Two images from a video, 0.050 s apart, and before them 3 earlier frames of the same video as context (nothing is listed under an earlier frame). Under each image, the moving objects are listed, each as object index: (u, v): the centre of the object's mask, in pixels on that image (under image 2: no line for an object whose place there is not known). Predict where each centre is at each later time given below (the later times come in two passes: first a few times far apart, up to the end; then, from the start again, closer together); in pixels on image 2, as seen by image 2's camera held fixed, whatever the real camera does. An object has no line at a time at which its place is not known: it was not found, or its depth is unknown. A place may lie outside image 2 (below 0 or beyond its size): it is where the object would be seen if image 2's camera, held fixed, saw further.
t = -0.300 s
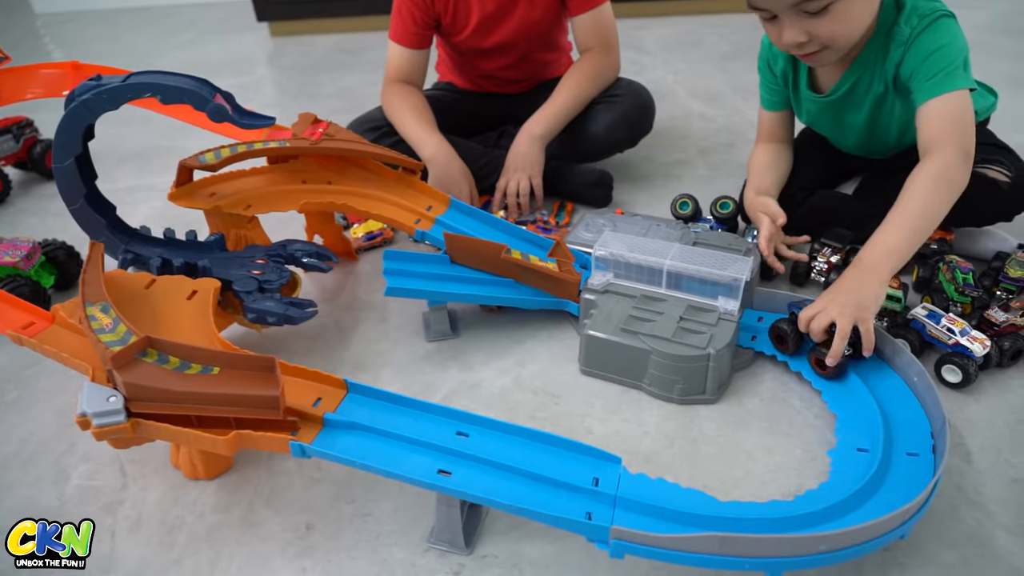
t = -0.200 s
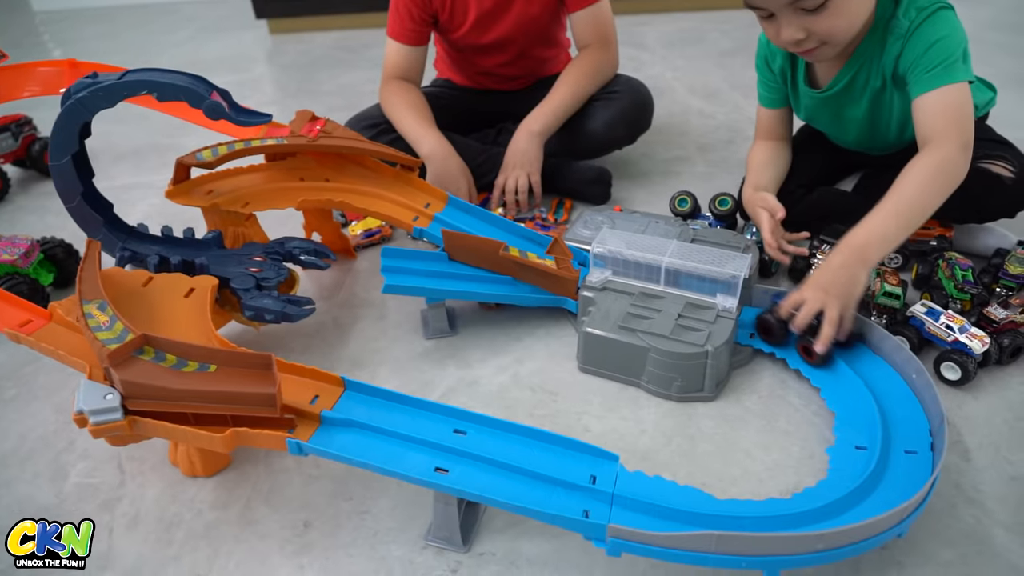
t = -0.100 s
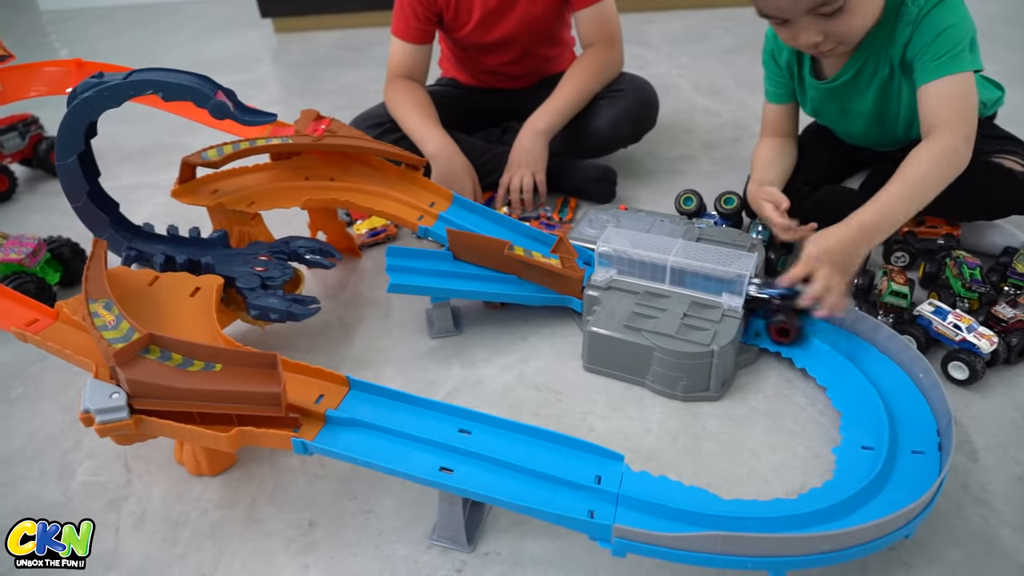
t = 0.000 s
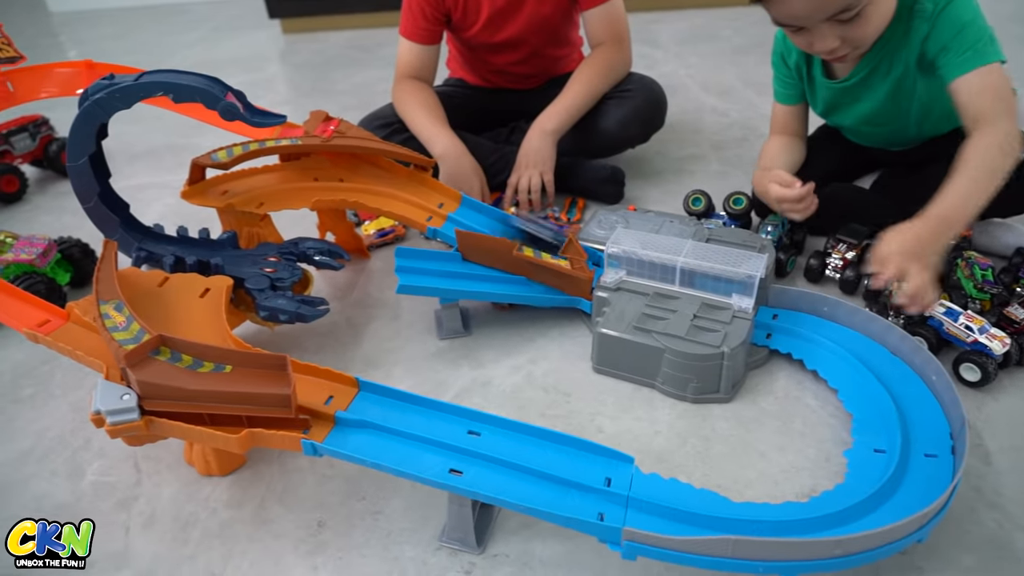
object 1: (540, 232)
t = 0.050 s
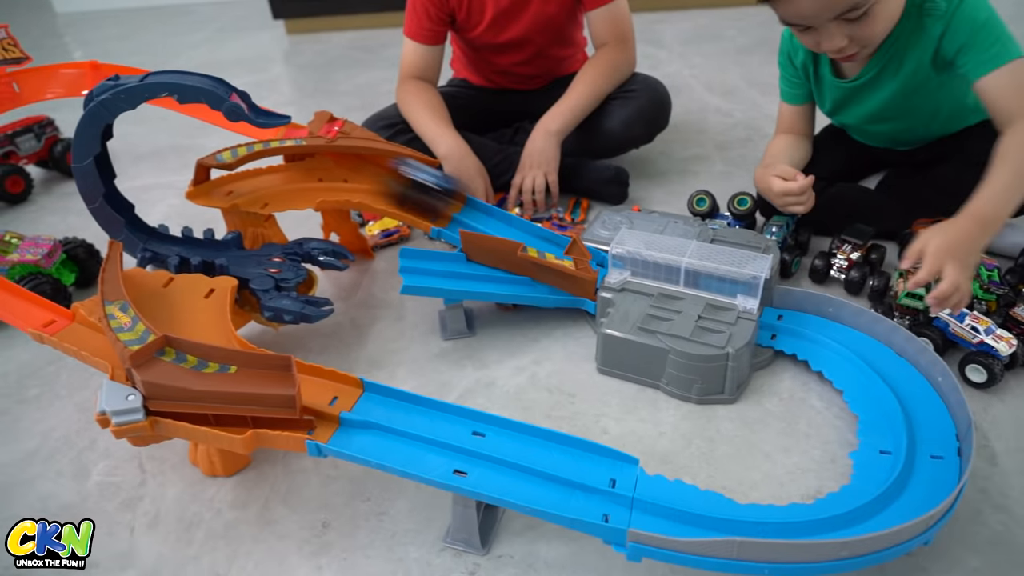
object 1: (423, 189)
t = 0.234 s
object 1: (195, 234)
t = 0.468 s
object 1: (243, 326)
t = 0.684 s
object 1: (393, 368)
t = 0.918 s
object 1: (529, 379)
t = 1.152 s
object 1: (555, 365)
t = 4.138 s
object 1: (546, 352)
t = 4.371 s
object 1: (545, 352)
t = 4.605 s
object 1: (545, 352)
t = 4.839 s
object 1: (545, 352)
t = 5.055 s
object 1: (545, 352)
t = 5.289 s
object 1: (545, 351)
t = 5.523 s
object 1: (545, 351)
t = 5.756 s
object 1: (545, 351)
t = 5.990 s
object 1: (545, 351)
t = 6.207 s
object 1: (545, 351)
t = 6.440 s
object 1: (548, 347)
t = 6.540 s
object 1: (547, 346)
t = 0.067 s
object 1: (387, 174)
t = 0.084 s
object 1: (355, 170)
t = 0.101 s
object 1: (325, 168)
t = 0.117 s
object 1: (300, 170)
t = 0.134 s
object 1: (273, 174)
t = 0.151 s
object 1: (249, 181)
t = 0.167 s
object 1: (236, 188)
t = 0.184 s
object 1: (225, 197)
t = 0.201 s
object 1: (214, 212)
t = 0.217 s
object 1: (204, 228)
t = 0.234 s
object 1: (195, 234)
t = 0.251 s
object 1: (184, 244)
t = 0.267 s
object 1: (177, 251)
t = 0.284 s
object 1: (172, 256)
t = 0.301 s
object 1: (169, 262)
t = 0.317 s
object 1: (170, 272)
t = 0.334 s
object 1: (173, 282)
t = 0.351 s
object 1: (177, 295)
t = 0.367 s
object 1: (184, 304)
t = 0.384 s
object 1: (192, 310)
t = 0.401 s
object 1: (199, 315)
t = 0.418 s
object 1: (211, 320)
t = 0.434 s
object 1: (222, 322)
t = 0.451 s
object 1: (233, 325)
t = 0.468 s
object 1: (243, 326)
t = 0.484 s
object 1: (256, 328)
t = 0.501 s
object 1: (270, 331)
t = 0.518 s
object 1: (285, 340)
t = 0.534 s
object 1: (297, 345)
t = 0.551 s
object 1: (310, 350)
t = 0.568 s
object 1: (321, 354)
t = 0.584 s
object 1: (327, 352)
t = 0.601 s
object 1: (334, 352)
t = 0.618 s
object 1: (342, 352)
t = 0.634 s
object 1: (350, 353)
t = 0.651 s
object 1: (362, 356)
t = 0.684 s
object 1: (393, 368)
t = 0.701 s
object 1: (407, 375)
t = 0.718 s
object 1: (424, 384)
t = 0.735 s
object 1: (436, 387)
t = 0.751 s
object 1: (439, 385)
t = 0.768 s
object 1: (444, 379)
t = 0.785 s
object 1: (460, 381)
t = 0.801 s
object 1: (473, 380)
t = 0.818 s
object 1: (485, 380)
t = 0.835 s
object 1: (496, 382)
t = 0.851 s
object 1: (505, 382)
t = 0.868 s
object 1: (512, 382)
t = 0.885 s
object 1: (518, 382)
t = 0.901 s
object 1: (524, 380)
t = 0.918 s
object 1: (529, 379)
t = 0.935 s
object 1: (534, 378)
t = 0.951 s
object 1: (538, 378)
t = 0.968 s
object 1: (542, 377)
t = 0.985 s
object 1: (544, 376)
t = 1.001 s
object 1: (546, 375)
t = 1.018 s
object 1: (548, 373)
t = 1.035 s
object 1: (550, 372)
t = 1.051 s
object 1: (551, 371)
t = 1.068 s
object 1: (551, 370)
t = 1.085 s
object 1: (552, 369)
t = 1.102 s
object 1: (553, 368)
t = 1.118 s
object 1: (553, 367)
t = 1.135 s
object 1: (554, 366)
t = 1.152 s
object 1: (555, 365)
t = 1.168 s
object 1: (555, 364)
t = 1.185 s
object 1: (555, 362)
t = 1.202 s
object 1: (555, 361)
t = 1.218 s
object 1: (555, 360)
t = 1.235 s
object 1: (554, 359)
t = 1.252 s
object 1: (553, 357)
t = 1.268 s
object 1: (552, 356)
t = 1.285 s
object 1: (551, 355)
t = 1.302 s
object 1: (549, 354)
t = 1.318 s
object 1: (548, 351)
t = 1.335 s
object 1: (547, 350)
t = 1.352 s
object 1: (546, 349)
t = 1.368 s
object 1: (546, 349)
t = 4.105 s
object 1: (546, 352)
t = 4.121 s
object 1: (545, 352)
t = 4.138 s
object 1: (546, 352)
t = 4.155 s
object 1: (545, 352)
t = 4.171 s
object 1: (545, 352)
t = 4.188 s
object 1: (545, 352)
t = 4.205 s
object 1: (545, 352)
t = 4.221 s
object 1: (545, 352)
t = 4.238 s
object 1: (545, 352)
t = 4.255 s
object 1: (545, 352)
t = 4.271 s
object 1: (545, 352)
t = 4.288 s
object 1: (545, 352)
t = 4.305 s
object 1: (545, 352)
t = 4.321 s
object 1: (545, 352)
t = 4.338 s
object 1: (545, 352)
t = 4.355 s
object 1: (545, 352)
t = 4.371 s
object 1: (545, 352)
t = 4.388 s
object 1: (546, 352)
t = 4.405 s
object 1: (545, 351)
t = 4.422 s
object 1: (545, 352)
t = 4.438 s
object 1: (545, 352)
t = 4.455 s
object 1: (545, 351)
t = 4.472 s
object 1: (545, 352)
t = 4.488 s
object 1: (545, 352)
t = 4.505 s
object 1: (545, 352)
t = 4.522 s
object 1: (545, 352)
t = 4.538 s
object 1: (545, 352)
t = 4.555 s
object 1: (545, 352)
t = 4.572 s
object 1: (545, 352)
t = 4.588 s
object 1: (545, 352)
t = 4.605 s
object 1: (545, 352)
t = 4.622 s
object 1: (545, 352)
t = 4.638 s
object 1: (545, 352)
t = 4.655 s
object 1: (545, 352)
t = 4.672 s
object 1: (545, 352)
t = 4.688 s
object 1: (545, 352)
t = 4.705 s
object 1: (545, 352)
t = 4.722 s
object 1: (545, 352)
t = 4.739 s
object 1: (545, 352)
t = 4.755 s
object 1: (545, 352)
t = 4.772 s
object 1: (545, 352)
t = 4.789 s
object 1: (545, 352)
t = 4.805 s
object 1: (545, 352)
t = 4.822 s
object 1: (545, 352)
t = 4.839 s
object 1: (545, 352)
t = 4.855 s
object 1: (545, 352)
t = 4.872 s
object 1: (545, 352)
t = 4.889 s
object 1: (545, 352)
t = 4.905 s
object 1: (545, 352)
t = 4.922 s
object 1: (545, 352)
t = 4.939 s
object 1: (545, 352)
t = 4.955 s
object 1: (545, 352)
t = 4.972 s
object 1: (545, 352)
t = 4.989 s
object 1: (545, 352)
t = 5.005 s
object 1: (545, 352)
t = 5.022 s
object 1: (545, 351)
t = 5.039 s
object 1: (545, 352)
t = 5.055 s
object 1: (545, 352)
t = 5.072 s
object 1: (545, 352)
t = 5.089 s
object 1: (545, 351)
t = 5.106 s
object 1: (545, 351)
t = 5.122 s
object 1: (545, 352)
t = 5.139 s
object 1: (545, 352)
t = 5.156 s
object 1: (545, 352)
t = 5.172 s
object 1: (545, 352)
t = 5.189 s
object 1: (545, 352)
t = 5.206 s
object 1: (545, 352)
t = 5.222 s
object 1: (545, 352)
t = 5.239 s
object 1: (545, 352)
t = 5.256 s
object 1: (545, 352)
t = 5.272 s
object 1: (545, 351)
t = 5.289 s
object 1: (545, 351)
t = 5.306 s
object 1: (545, 351)
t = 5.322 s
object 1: (545, 351)
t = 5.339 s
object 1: (545, 351)
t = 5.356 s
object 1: (545, 351)
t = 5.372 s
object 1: (545, 351)
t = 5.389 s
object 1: (545, 351)
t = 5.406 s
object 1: (545, 351)
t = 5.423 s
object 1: (545, 351)
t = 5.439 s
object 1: (545, 351)
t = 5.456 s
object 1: (545, 351)
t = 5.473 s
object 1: (545, 351)
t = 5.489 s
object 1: (545, 351)
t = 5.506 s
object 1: (545, 351)
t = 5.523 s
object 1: (545, 351)
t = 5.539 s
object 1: (545, 351)
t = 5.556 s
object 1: (545, 351)
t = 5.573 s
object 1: (545, 351)
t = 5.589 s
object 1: (545, 351)
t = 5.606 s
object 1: (545, 351)
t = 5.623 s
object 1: (545, 351)
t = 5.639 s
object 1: (545, 351)
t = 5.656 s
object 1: (545, 351)
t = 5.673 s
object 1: (545, 351)
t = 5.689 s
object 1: (545, 351)
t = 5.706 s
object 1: (545, 351)
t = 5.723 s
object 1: (545, 351)
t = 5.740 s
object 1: (545, 351)
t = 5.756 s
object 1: (545, 351)
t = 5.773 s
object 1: (545, 351)
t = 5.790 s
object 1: (545, 351)
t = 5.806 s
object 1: (545, 351)
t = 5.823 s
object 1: (545, 351)
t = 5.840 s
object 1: (545, 352)
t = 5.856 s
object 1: (545, 351)
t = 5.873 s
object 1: (545, 351)
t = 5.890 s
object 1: (545, 351)
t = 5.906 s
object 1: (545, 351)
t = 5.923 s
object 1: (545, 351)
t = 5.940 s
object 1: (545, 351)
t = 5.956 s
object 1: (545, 351)
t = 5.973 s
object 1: (545, 351)
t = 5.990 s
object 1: (545, 351)
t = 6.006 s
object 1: (545, 351)
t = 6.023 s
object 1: (545, 351)
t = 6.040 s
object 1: (545, 351)
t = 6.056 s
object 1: (545, 351)
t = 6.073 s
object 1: (545, 351)
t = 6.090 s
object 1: (545, 351)
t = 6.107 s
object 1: (545, 351)
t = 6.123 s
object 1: (545, 351)
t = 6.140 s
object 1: (545, 351)
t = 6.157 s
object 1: (545, 351)
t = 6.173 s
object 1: (545, 351)
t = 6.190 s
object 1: (545, 351)
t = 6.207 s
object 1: (545, 351)
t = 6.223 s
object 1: (545, 351)
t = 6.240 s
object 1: (546, 351)
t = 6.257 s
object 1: (546, 351)
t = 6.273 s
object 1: (546, 350)
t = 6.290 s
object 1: (546, 350)
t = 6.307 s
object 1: (546, 350)
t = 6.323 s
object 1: (547, 350)
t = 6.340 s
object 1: (547, 349)
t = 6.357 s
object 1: (547, 349)
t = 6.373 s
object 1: (547, 349)
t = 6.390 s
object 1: (548, 348)
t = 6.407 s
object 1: (548, 348)
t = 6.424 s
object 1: (548, 347)
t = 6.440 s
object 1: (548, 347)
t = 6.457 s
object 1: (548, 347)
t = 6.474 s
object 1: (548, 347)
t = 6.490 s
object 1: (548, 346)
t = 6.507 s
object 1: (548, 346)
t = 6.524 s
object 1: (548, 346)
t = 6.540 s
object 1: (547, 346)
